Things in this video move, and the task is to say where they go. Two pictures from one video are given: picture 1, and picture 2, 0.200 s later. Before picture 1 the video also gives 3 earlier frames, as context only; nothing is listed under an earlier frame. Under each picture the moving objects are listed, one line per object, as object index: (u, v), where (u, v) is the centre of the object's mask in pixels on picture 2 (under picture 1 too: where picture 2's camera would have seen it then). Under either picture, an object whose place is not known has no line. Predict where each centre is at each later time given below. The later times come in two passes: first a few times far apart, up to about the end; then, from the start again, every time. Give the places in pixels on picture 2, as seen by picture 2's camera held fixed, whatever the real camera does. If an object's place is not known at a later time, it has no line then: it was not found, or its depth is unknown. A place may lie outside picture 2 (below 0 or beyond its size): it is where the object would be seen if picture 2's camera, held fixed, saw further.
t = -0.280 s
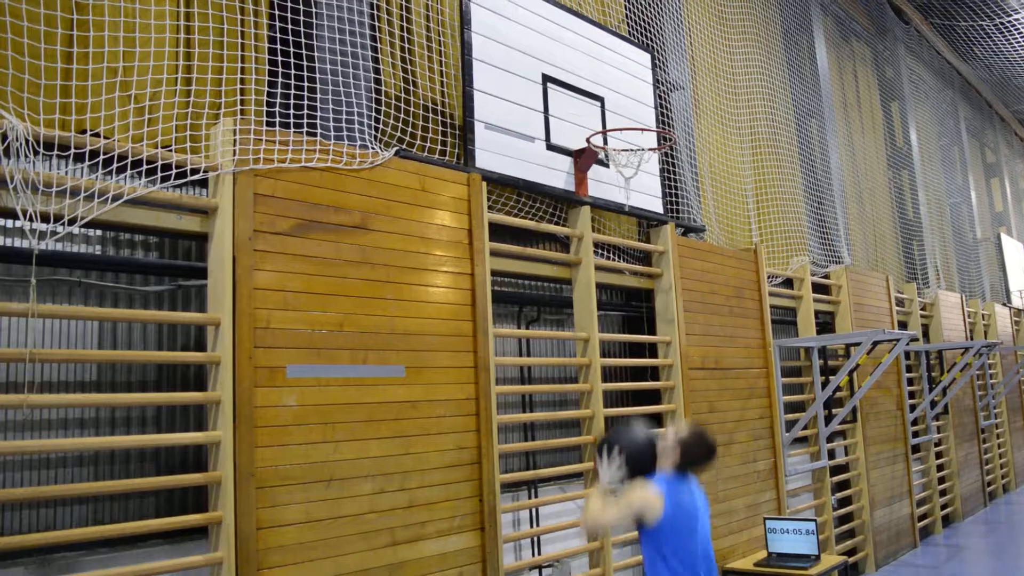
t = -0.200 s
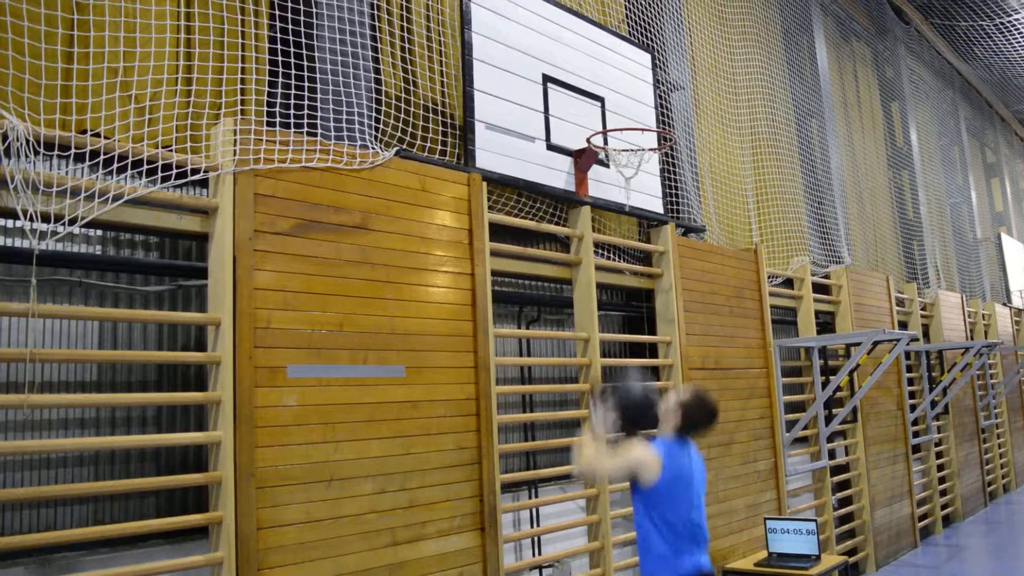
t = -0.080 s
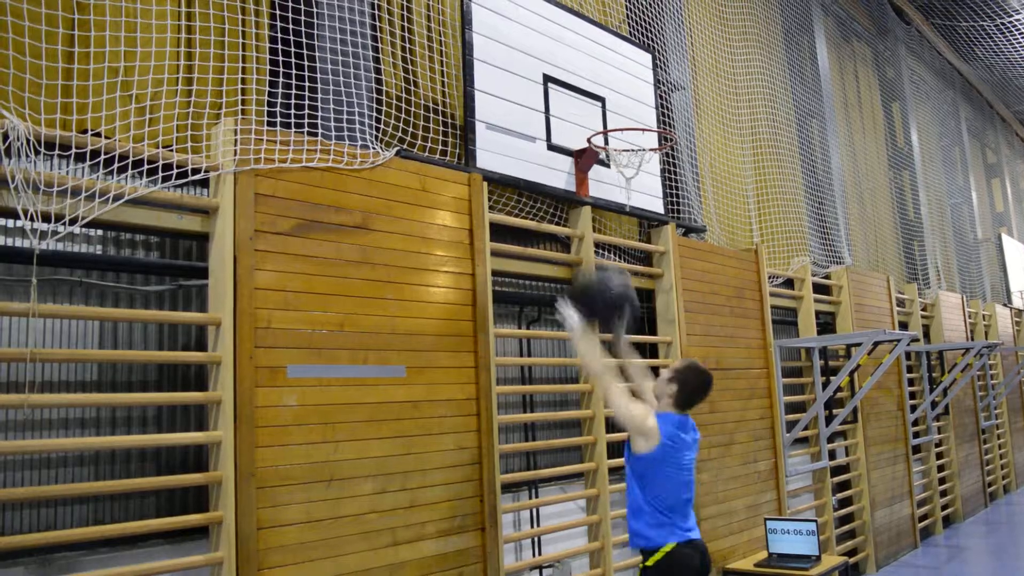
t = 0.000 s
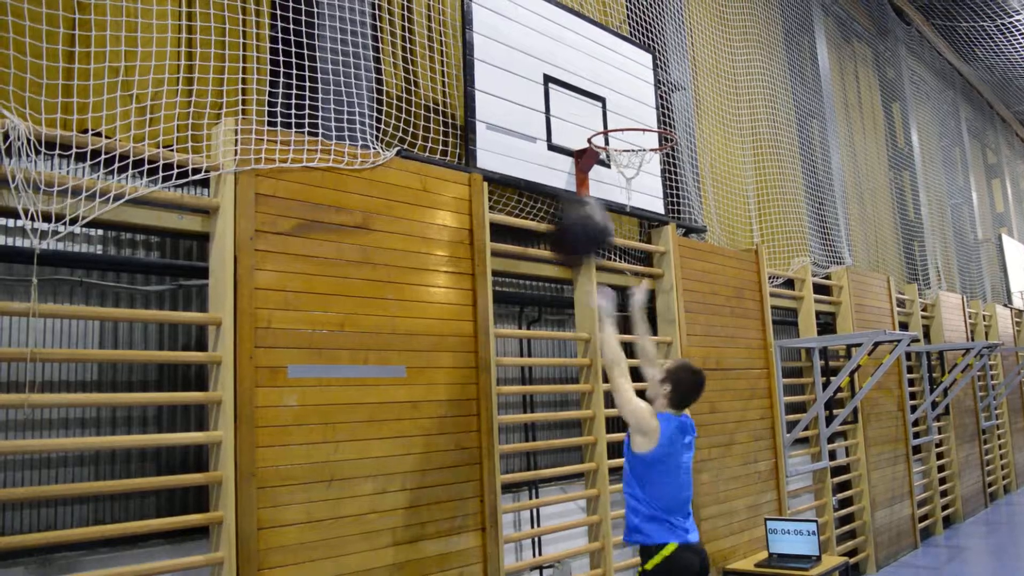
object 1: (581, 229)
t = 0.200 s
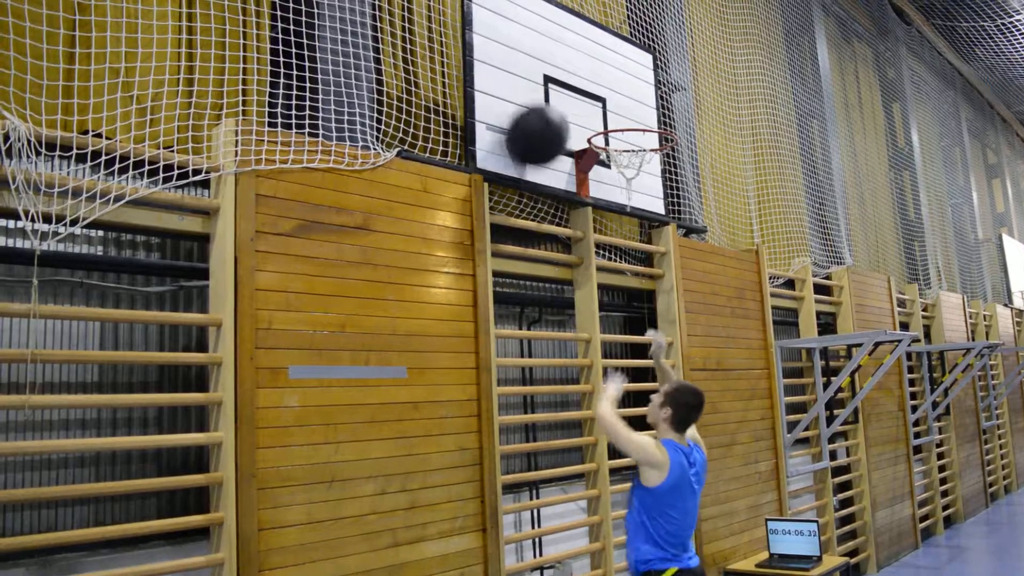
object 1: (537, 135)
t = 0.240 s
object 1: (537, 124)
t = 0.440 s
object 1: (559, 109)
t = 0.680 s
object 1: (595, 191)
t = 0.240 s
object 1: (537, 124)
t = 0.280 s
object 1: (541, 117)
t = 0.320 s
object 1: (545, 110)
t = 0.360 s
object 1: (550, 107)
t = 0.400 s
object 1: (554, 106)
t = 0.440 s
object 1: (559, 109)
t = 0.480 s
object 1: (564, 114)
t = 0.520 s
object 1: (570, 123)
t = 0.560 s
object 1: (575, 136)
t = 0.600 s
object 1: (581, 150)
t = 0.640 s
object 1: (588, 171)
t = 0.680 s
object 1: (595, 191)
